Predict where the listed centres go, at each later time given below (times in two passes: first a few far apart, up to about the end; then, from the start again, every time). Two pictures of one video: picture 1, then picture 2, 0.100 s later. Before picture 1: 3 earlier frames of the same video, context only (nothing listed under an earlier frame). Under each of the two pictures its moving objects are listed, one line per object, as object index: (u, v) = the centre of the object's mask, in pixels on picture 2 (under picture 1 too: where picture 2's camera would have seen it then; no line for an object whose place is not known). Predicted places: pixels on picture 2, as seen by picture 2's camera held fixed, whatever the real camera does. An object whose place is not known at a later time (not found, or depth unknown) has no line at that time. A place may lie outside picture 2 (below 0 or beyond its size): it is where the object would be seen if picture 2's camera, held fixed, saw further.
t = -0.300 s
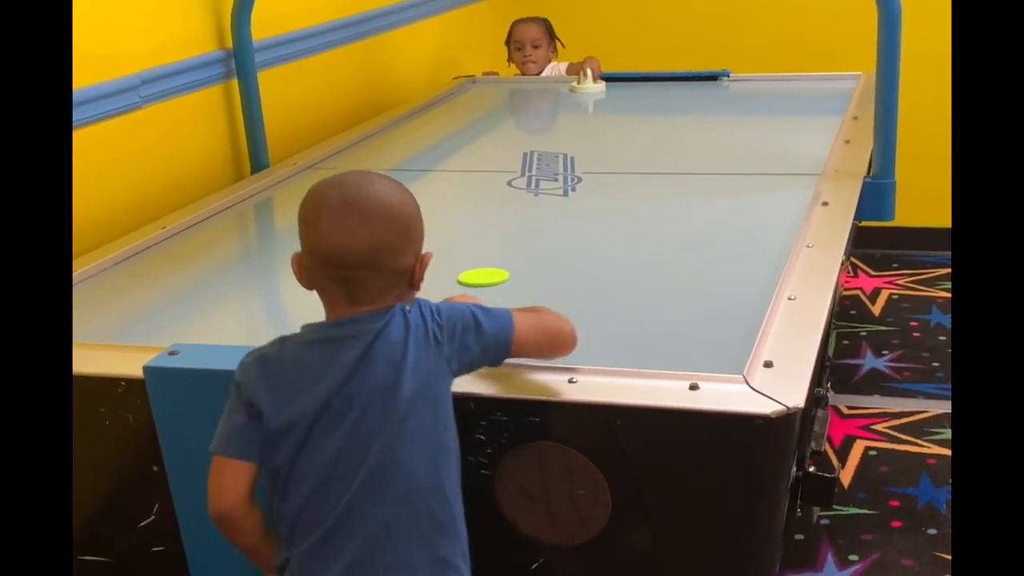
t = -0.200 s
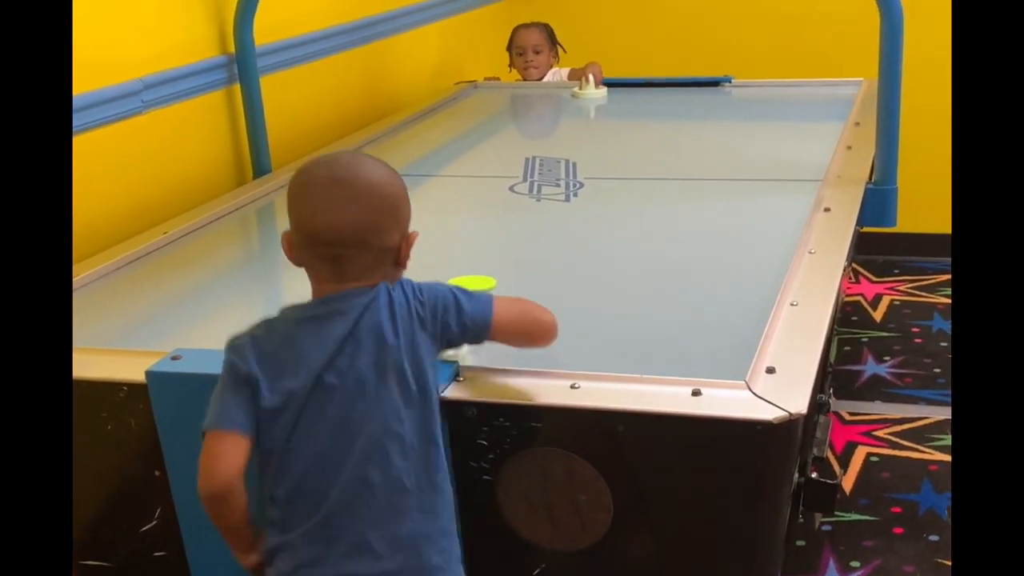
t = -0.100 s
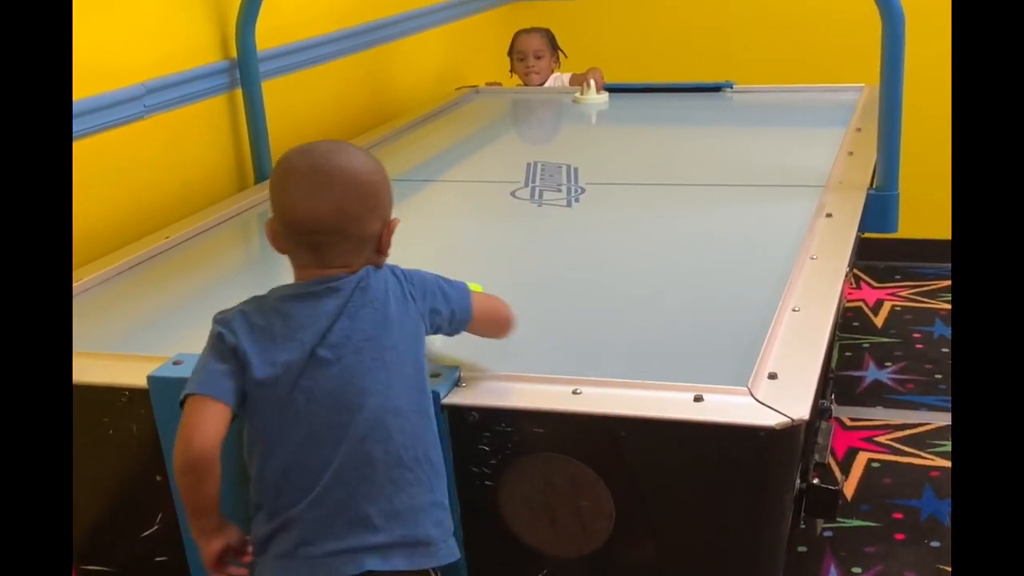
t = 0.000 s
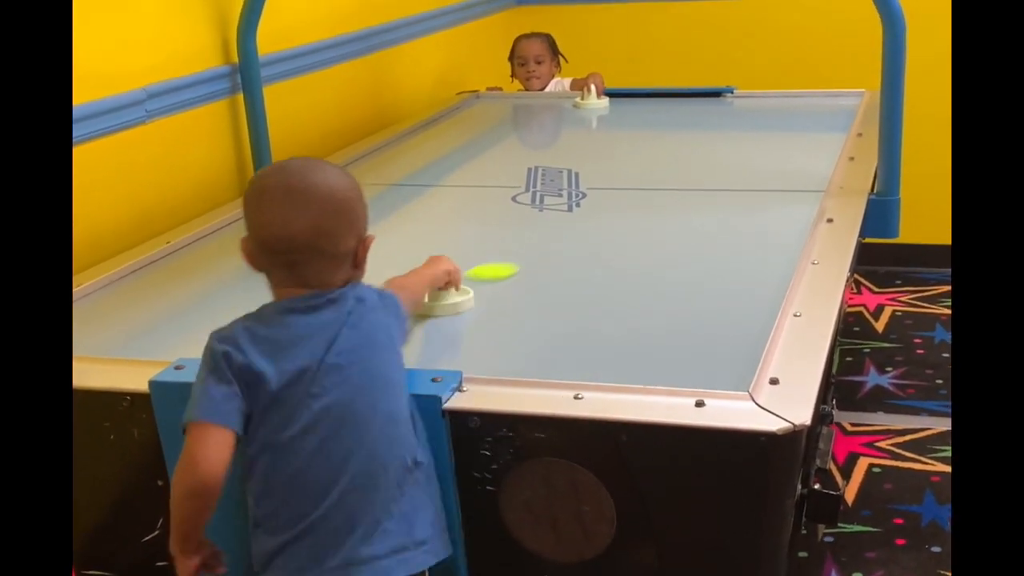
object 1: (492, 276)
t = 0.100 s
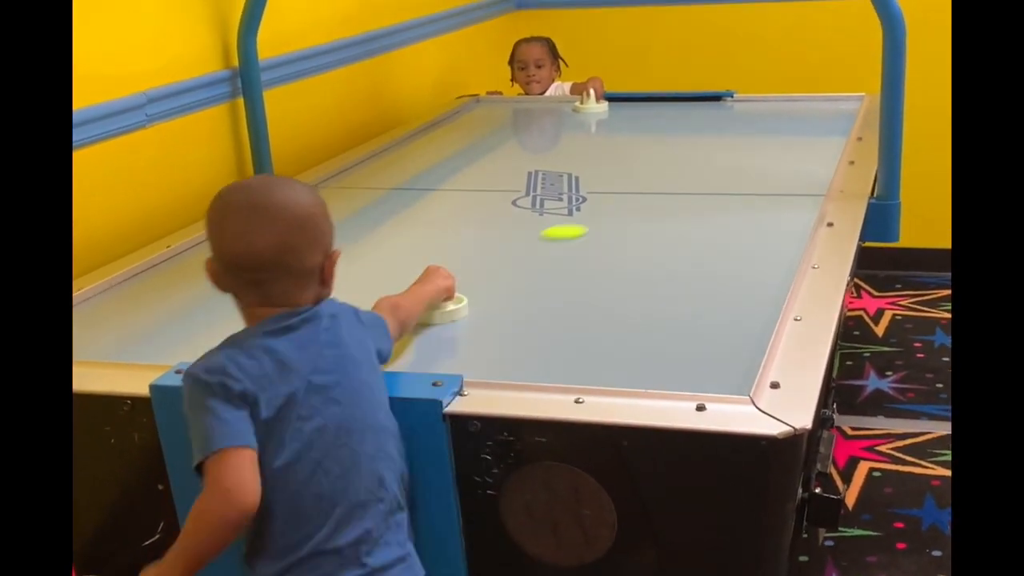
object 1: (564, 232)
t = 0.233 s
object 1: (639, 186)
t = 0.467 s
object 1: (735, 128)
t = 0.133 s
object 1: (585, 220)
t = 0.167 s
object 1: (604, 208)
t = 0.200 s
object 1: (622, 197)
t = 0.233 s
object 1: (639, 186)
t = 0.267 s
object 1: (655, 176)
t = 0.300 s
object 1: (670, 167)
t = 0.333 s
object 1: (685, 158)
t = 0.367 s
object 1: (698, 150)
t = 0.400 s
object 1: (711, 142)
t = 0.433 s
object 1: (723, 135)
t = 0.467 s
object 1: (735, 128)
